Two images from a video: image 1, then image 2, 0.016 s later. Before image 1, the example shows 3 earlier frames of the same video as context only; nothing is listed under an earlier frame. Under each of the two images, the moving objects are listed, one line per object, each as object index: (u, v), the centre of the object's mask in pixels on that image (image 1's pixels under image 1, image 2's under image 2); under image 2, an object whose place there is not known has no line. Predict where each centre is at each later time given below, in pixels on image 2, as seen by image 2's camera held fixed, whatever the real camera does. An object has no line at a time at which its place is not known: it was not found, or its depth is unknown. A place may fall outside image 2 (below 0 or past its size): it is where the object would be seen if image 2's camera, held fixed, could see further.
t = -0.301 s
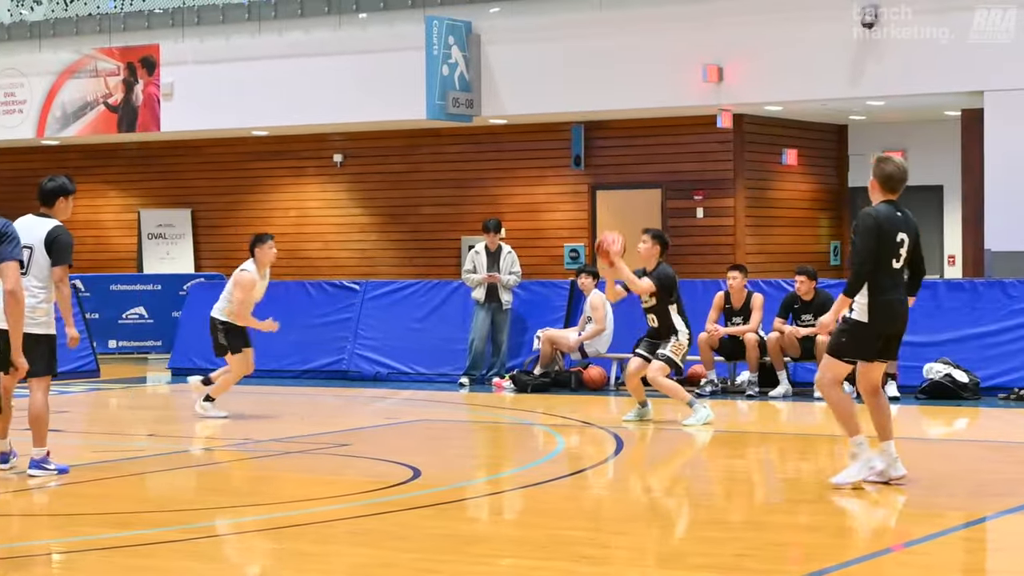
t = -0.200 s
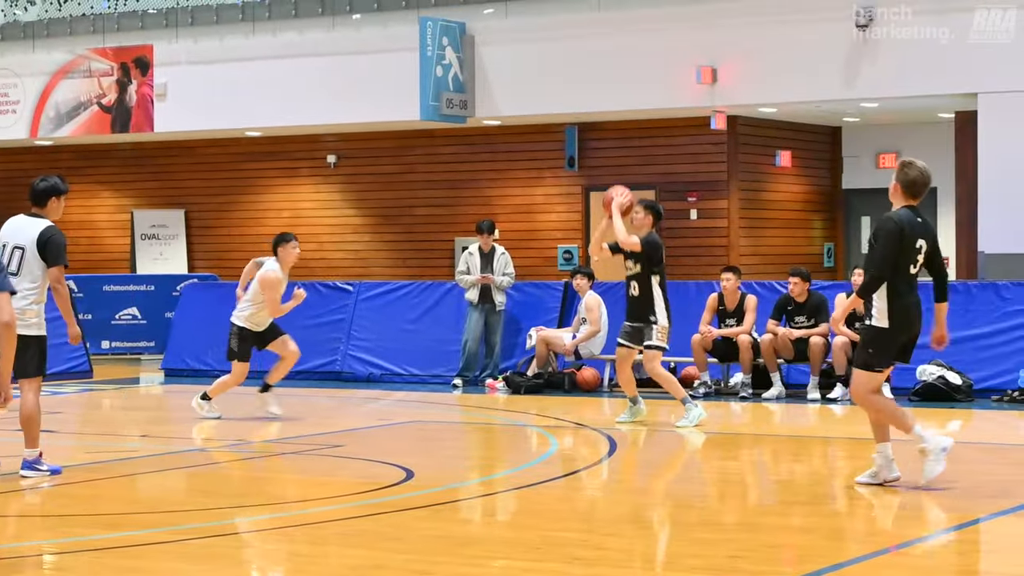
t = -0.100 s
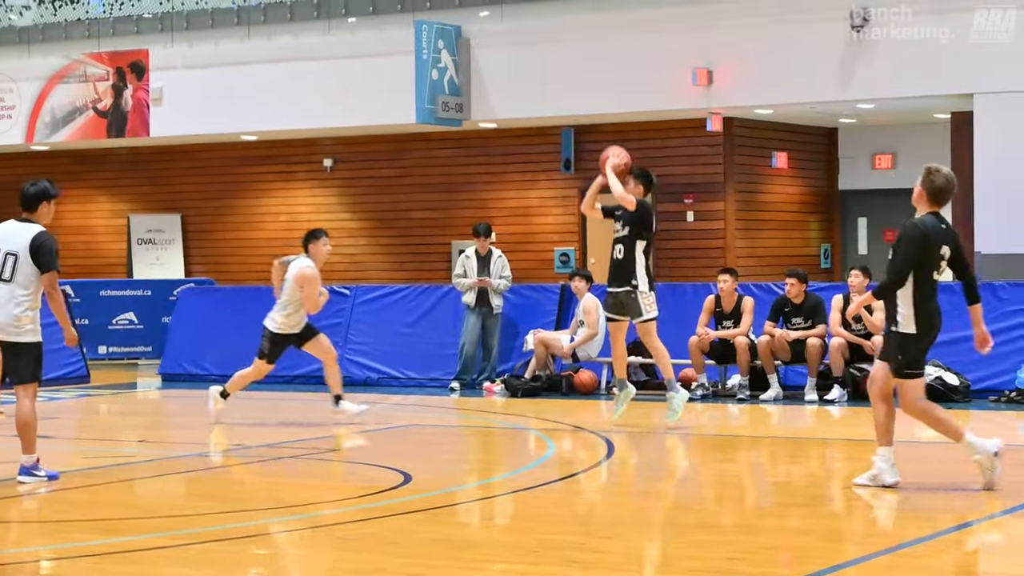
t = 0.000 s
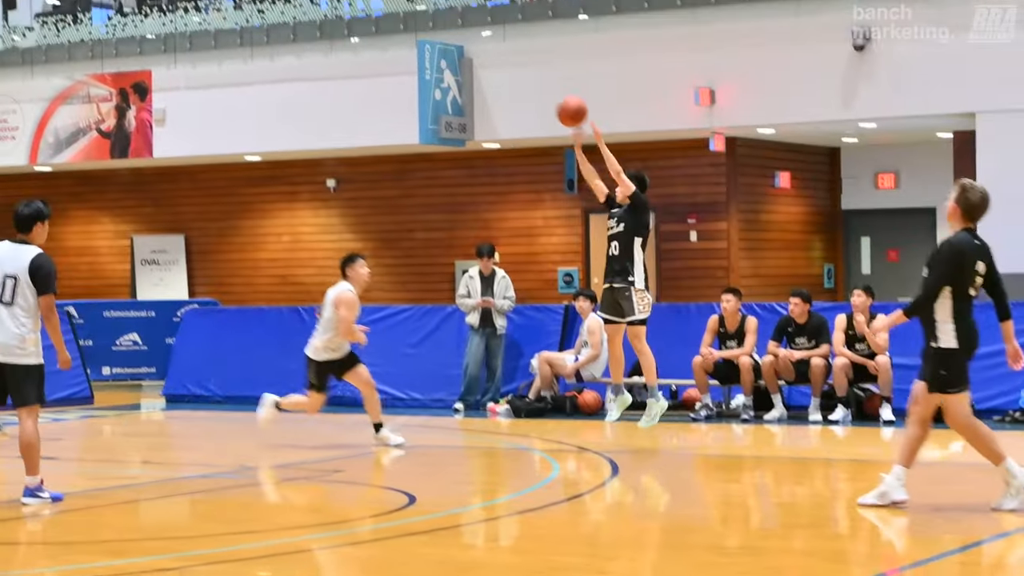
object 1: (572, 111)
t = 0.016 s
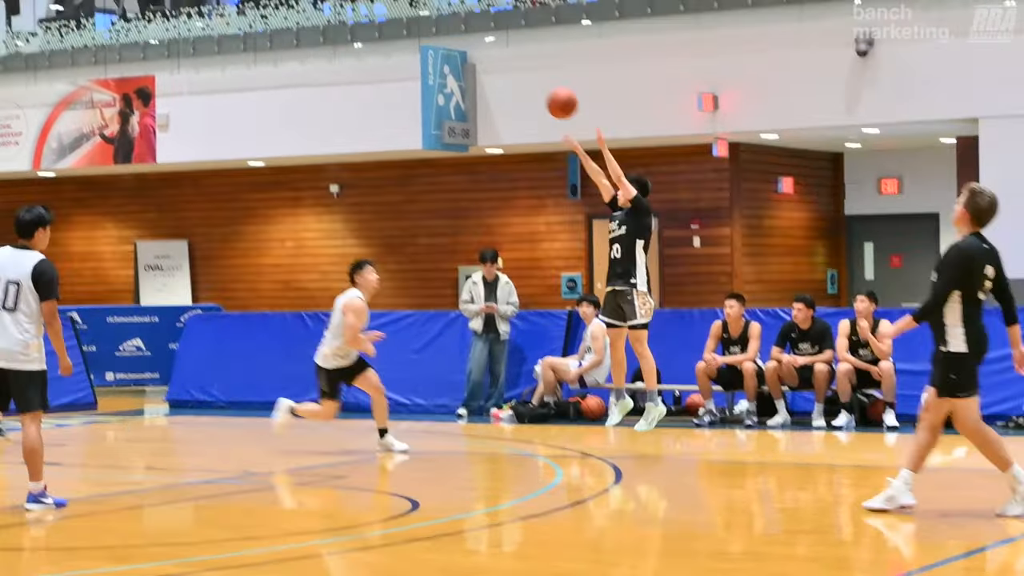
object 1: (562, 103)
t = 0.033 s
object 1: (547, 88)
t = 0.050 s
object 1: (532, 75)
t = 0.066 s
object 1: (518, 60)
